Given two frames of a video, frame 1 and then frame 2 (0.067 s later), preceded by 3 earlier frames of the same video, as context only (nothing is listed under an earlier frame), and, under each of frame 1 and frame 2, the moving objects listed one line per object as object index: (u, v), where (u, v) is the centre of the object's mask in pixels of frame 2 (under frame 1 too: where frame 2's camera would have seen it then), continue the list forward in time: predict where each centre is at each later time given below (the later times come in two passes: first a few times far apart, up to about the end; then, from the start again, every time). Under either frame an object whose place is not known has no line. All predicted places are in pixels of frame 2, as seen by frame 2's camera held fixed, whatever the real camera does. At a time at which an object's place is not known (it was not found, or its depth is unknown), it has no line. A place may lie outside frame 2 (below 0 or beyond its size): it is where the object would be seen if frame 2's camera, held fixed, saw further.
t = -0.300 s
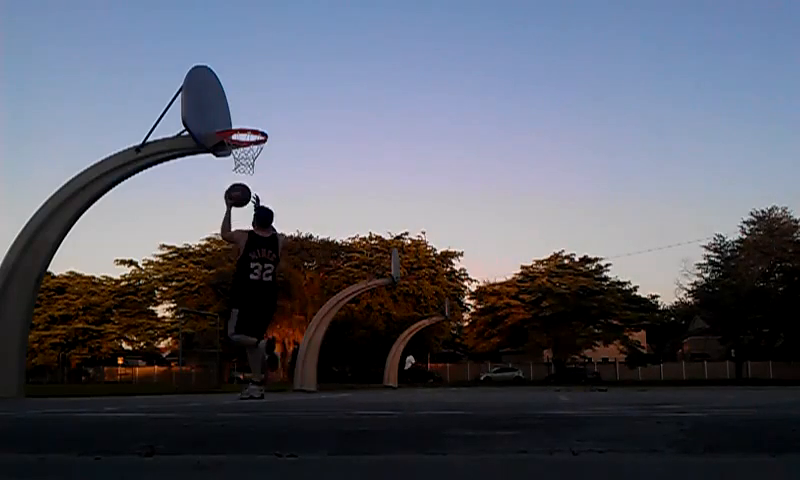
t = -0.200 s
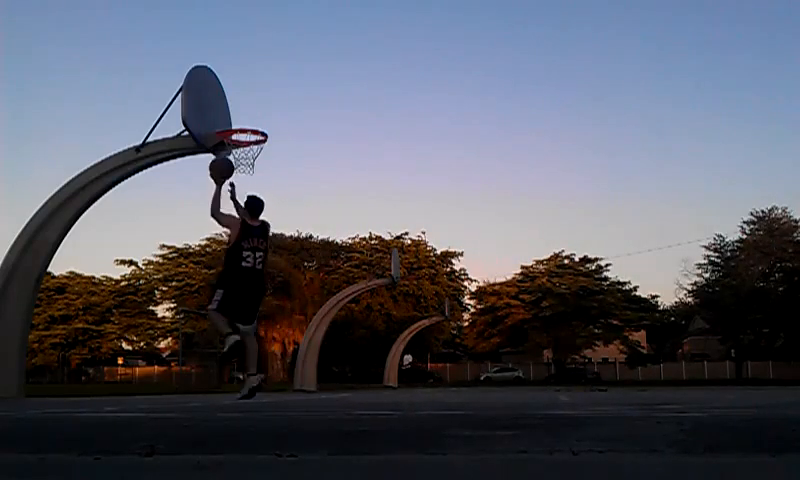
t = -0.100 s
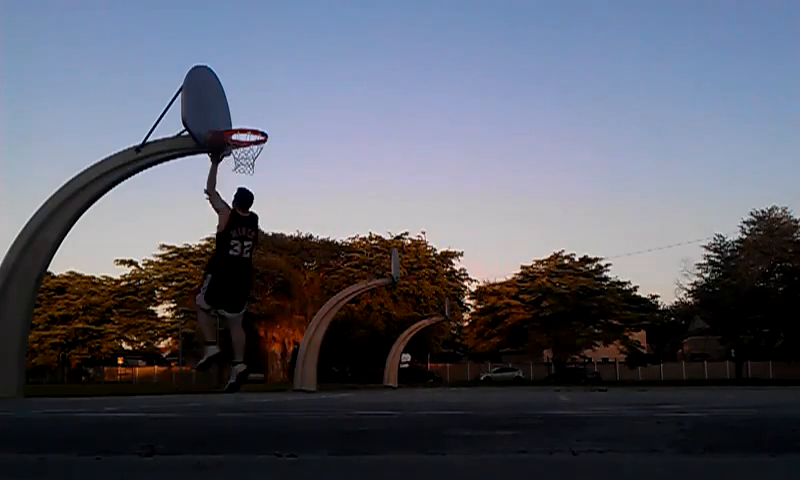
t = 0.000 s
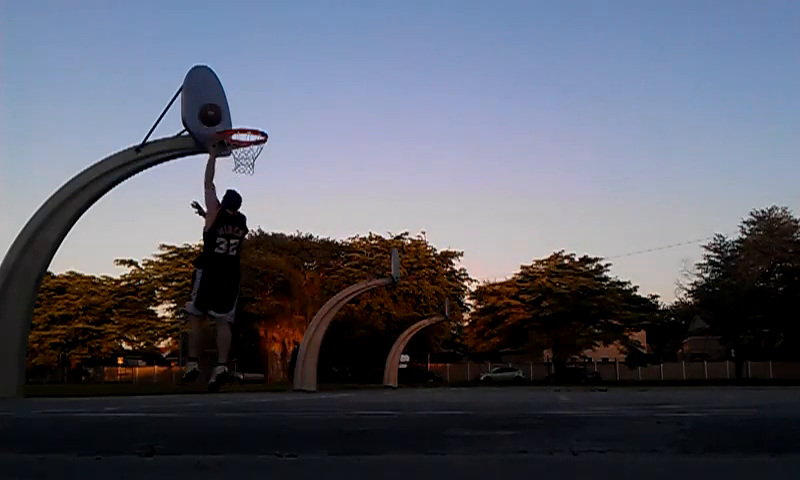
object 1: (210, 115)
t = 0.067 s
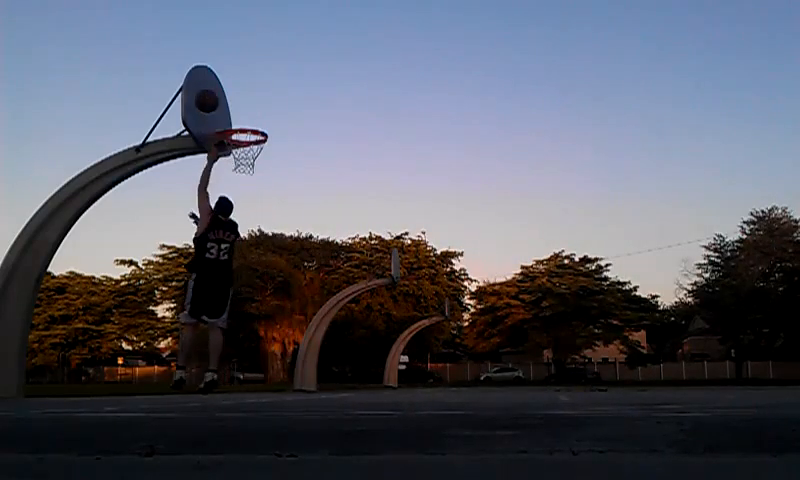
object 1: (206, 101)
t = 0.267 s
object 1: (222, 92)
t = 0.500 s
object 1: (255, 130)
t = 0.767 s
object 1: (231, 159)
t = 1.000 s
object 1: (231, 188)
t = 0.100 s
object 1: (205, 95)
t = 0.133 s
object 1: (203, 91)
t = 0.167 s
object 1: (207, 90)
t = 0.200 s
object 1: (212, 90)
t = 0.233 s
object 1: (217, 90)
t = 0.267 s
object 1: (222, 92)
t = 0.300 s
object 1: (227, 94)
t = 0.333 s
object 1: (232, 98)
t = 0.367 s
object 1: (237, 103)
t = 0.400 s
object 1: (241, 108)
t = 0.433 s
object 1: (246, 114)
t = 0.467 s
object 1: (250, 120)
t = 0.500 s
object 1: (255, 130)
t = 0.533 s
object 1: (251, 136)
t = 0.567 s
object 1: (246, 142)
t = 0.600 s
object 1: (241, 148)
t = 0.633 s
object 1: (236, 154)
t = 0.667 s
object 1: (233, 158)
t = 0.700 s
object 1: (232, 159)
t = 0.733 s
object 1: (231, 159)
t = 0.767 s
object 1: (231, 159)
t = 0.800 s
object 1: (231, 160)
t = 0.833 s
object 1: (231, 162)
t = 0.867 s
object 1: (231, 165)
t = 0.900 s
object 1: (231, 169)
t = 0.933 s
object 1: (231, 174)
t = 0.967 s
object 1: (231, 180)
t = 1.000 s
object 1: (231, 188)
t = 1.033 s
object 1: (231, 196)
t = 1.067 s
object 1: (231, 206)
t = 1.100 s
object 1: (230, 216)
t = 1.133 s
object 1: (230, 227)
